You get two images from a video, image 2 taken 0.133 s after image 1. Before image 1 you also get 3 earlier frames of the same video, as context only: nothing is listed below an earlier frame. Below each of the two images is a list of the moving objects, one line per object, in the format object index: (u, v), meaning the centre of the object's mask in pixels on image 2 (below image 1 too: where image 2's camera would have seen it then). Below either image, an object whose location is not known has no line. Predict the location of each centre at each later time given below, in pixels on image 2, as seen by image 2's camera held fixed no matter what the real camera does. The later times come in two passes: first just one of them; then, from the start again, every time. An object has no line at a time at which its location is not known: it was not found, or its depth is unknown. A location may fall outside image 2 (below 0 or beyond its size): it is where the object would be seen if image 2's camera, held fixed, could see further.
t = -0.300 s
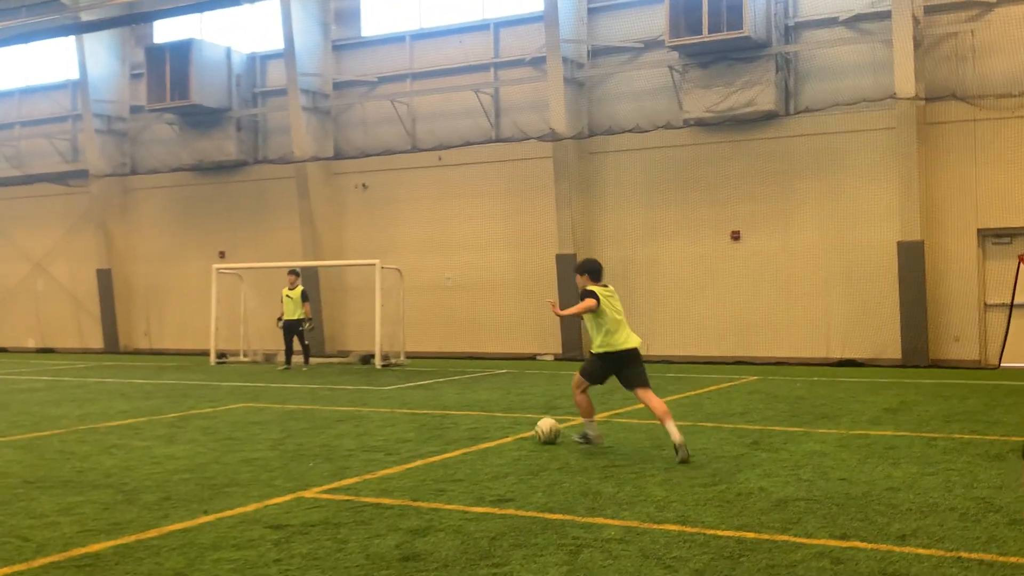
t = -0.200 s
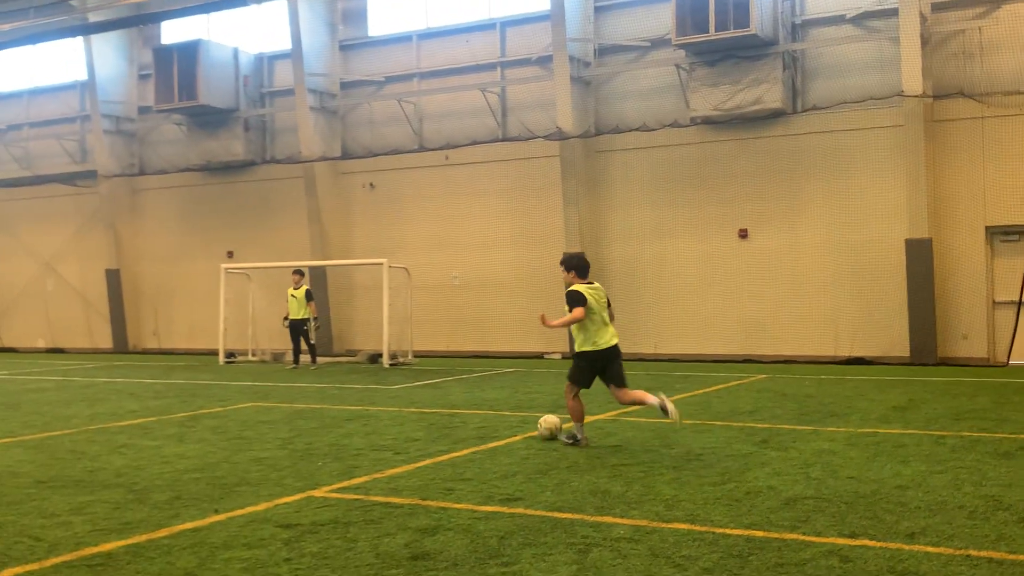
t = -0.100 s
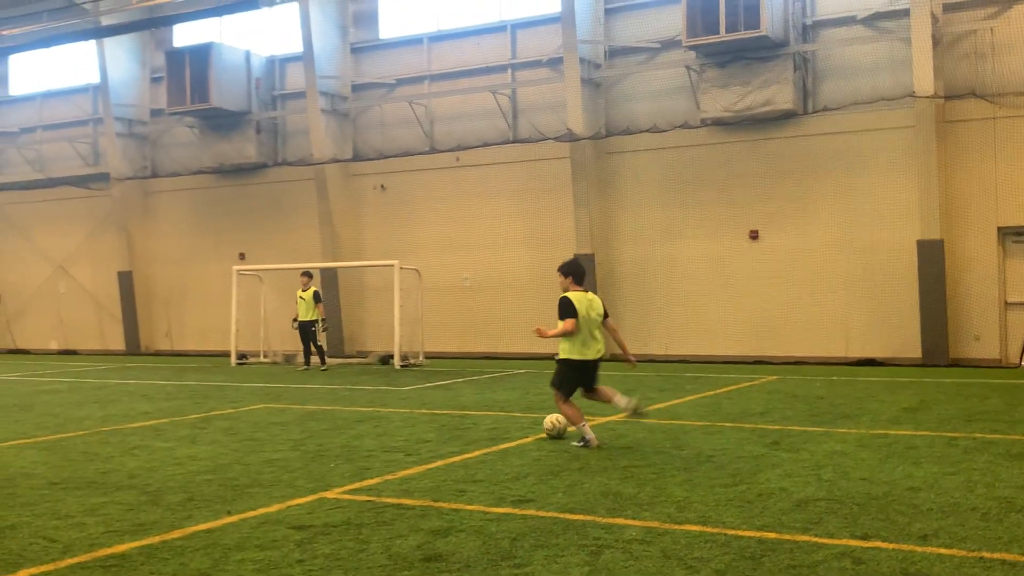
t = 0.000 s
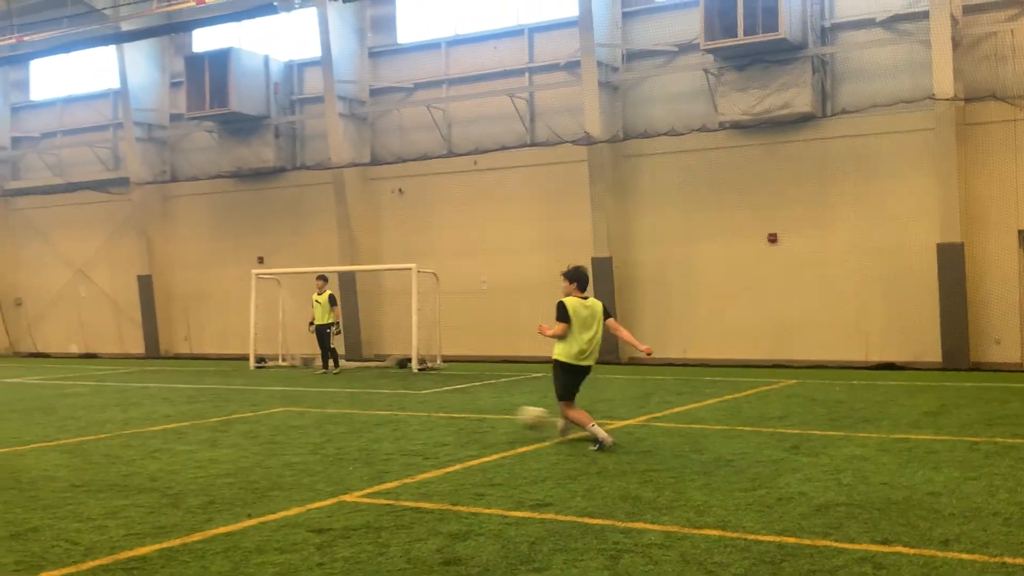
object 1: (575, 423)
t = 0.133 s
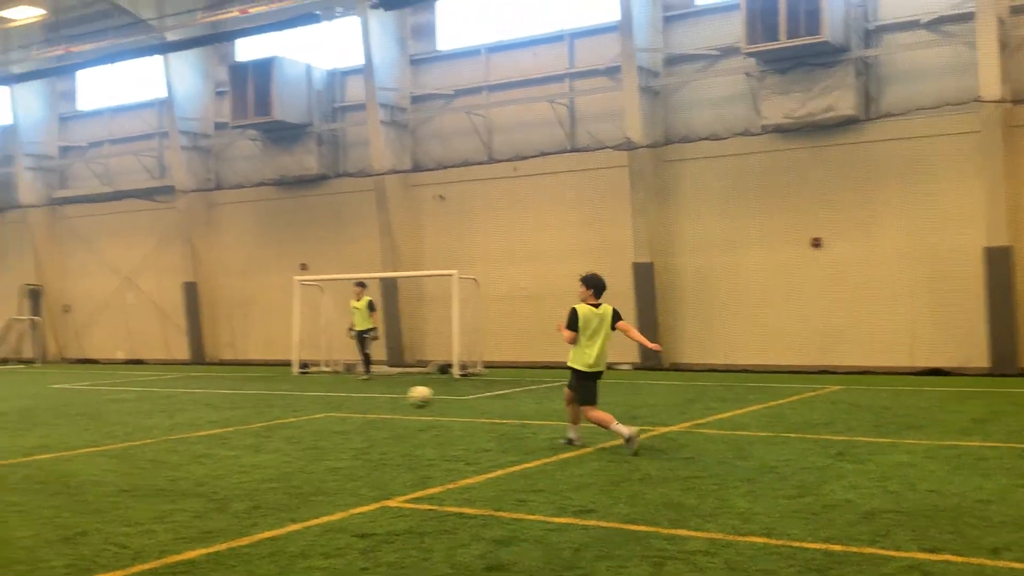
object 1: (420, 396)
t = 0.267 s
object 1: (284, 392)
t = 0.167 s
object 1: (385, 393)
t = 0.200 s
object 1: (349, 391)
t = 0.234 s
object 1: (316, 392)
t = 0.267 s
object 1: (284, 392)
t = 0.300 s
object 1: (253, 394)
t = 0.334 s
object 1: (223, 397)
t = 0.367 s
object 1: (193, 401)
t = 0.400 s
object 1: (164, 406)
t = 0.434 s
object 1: (136, 412)
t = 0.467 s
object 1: (107, 418)
